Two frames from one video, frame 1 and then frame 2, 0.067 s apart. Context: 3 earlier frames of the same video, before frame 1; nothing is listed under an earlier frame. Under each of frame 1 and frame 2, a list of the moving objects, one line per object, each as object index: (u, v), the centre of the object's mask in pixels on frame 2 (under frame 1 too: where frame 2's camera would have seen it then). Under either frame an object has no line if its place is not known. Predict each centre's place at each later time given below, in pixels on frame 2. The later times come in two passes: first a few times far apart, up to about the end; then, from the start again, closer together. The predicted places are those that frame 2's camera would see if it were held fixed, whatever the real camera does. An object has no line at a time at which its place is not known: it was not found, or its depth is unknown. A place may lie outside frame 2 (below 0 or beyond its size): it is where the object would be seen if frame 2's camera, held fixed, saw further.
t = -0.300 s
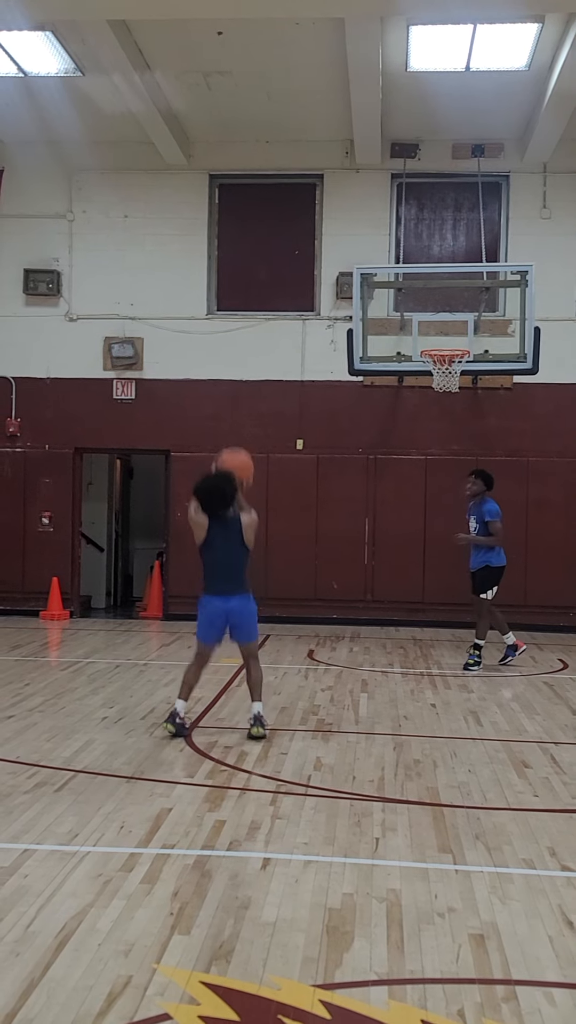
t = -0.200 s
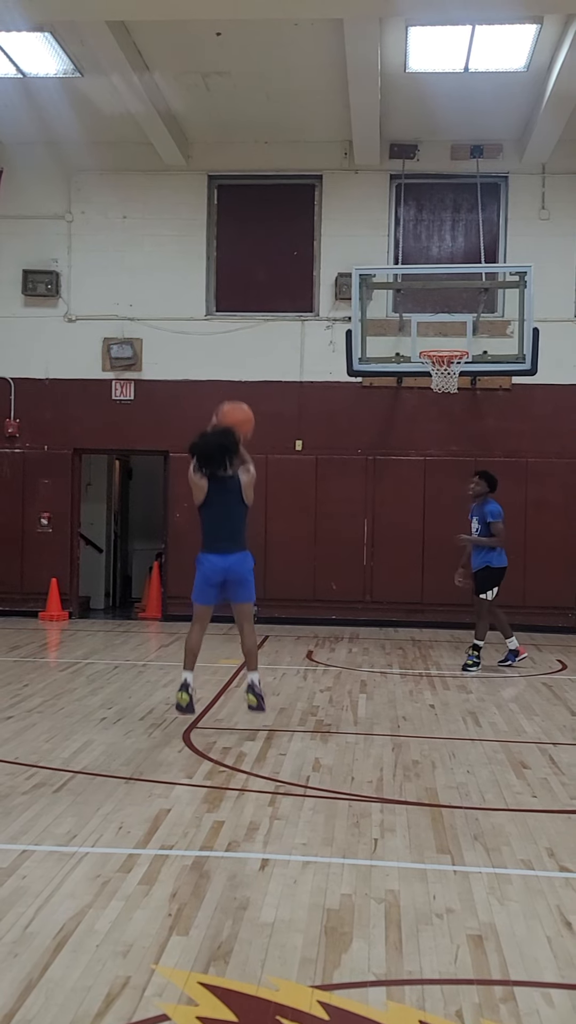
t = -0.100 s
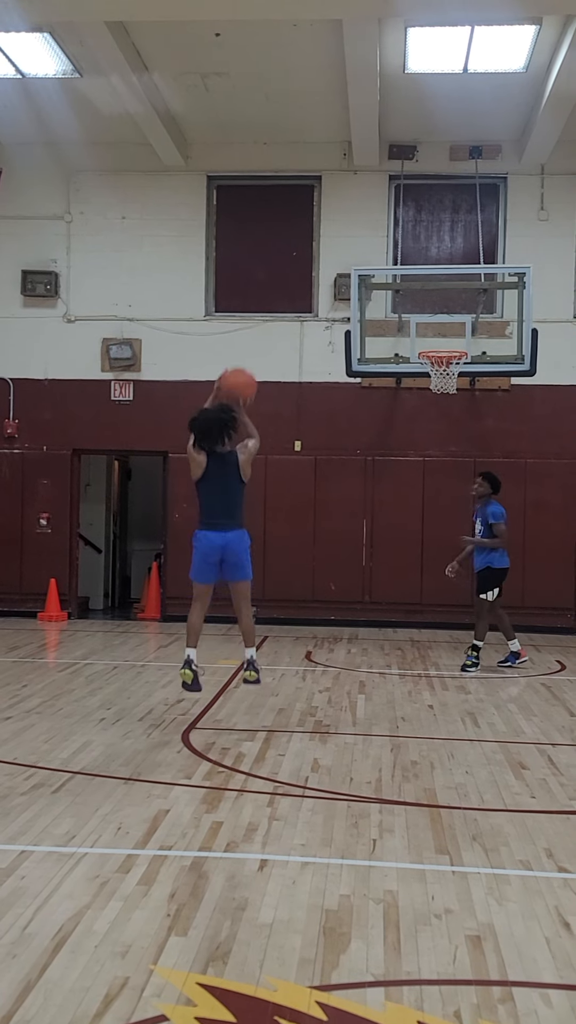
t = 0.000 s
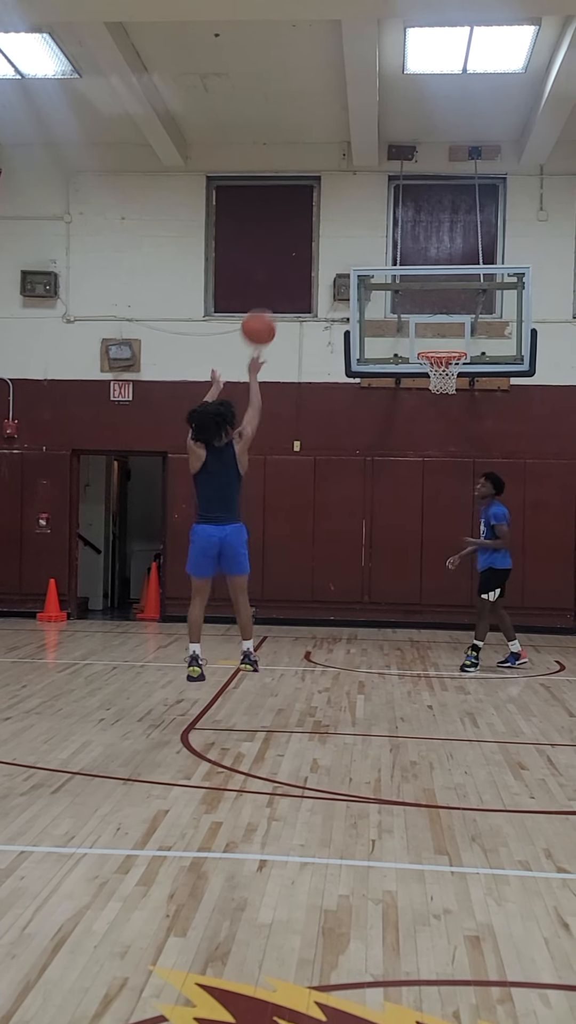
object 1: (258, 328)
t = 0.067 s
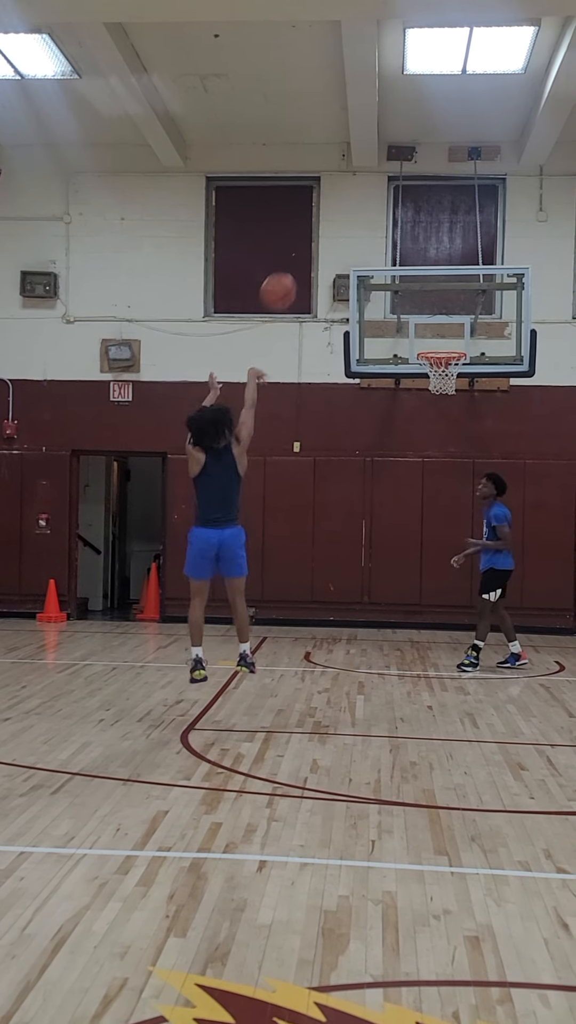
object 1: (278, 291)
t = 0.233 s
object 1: (322, 234)
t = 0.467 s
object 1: (372, 221)
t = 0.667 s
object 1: (406, 258)
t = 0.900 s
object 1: (439, 342)
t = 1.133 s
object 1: (447, 403)
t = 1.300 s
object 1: (446, 456)
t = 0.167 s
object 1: (306, 251)
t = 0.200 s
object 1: (314, 242)
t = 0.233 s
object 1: (322, 234)
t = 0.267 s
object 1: (330, 227)
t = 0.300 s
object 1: (338, 223)
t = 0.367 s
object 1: (352, 218)
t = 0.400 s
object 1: (359, 218)
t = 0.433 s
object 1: (366, 218)
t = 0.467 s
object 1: (372, 221)
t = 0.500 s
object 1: (378, 224)
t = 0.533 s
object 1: (384, 229)
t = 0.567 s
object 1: (390, 234)
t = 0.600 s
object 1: (396, 242)
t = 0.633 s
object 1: (401, 250)
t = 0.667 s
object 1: (406, 258)
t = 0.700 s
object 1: (411, 268)
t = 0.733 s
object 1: (417, 278)
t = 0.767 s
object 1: (421, 289)
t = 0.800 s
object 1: (426, 302)
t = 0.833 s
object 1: (430, 315)
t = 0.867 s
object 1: (434, 330)
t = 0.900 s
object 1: (439, 342)
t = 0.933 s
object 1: (443, 361)
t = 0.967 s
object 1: (446, 367)
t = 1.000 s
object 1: (447, 380)
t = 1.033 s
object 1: (447, 384)
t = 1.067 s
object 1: (447, 390)
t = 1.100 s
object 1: (447, 397)
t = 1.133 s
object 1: (447, 403)
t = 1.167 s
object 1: (447, 411)
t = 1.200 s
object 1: (447, 422)
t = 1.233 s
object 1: (447, 432)
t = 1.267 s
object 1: (446, 444)
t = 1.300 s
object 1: (446, 456)
